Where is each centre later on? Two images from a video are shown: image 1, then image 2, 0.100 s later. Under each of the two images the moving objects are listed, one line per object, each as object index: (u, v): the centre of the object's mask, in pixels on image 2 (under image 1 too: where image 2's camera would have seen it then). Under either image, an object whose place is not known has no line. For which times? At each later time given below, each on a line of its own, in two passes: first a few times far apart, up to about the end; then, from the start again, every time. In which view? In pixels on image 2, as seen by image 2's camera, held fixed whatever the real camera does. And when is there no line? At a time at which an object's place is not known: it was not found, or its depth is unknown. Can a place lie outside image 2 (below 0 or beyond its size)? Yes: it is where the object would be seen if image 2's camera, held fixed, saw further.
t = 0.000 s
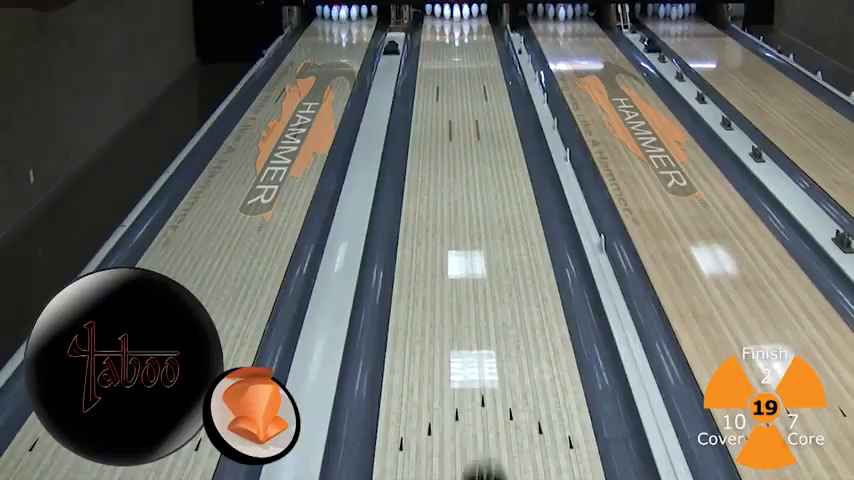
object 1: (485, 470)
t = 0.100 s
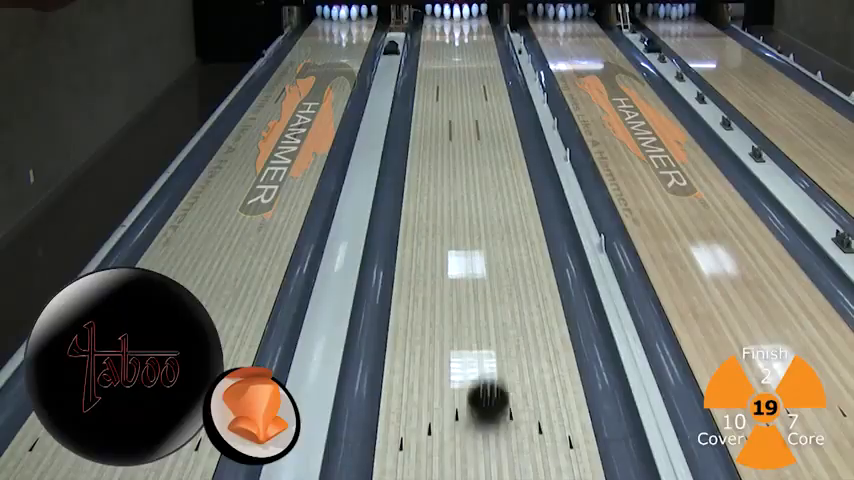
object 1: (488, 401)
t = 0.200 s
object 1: (490, 332)
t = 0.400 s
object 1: (494, 236)
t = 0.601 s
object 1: (495, 172)
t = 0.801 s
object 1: (495, 126)
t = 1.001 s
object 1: (494, 92)
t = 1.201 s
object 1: (490, 66)
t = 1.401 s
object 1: (484, 46)
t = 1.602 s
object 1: (474, 30)
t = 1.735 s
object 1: (466, 21)
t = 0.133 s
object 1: (489, 375)
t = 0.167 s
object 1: (490, 353)
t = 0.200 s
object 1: (490, 332)
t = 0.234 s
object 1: (491, 312)
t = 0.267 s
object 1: (491, 295)
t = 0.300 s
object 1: (492, 278)
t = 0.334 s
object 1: (493, 263)
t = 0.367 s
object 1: (493, 249)
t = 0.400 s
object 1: (494, 236)
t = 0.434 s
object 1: (494, 223)
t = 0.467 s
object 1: (494, 212)
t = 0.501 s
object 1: (494, 201)
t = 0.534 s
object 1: (495, 191)
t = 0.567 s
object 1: (495, 181)
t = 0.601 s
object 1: (495, 172)
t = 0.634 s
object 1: (495, 163)
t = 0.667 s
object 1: (495, 155)
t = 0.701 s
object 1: (495, 147)
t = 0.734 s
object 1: (495, 140)
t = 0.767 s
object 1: (495, 133)
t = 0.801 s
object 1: (495, 126)
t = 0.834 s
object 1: (495, 120)
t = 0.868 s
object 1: (495, 114)
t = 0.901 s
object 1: (495, 108)
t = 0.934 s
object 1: (495, 102)
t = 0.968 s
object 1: (494, 97)
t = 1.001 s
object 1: (494, 92)
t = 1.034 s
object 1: (493, 87)
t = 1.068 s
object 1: (493, 82)
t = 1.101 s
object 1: (492, 78)
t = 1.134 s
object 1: (492, 74)
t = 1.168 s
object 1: (491, 70)
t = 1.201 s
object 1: (490, 66)
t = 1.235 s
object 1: (489, 62)
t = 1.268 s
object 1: (488, 58)
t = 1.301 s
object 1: (487, 55)
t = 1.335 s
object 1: (486, 52)
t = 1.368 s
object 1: (485, 48)
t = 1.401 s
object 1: (484, 46)
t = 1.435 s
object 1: (482, 43)
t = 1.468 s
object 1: (481, 40)
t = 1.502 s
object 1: (479, 37)
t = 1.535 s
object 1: (477, 35)
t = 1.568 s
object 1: (476, 33)
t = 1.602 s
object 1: (474, 30)
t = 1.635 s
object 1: (472, 28)
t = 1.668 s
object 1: (470, 25)
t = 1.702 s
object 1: (468, 23)
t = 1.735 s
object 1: (466, 21)
